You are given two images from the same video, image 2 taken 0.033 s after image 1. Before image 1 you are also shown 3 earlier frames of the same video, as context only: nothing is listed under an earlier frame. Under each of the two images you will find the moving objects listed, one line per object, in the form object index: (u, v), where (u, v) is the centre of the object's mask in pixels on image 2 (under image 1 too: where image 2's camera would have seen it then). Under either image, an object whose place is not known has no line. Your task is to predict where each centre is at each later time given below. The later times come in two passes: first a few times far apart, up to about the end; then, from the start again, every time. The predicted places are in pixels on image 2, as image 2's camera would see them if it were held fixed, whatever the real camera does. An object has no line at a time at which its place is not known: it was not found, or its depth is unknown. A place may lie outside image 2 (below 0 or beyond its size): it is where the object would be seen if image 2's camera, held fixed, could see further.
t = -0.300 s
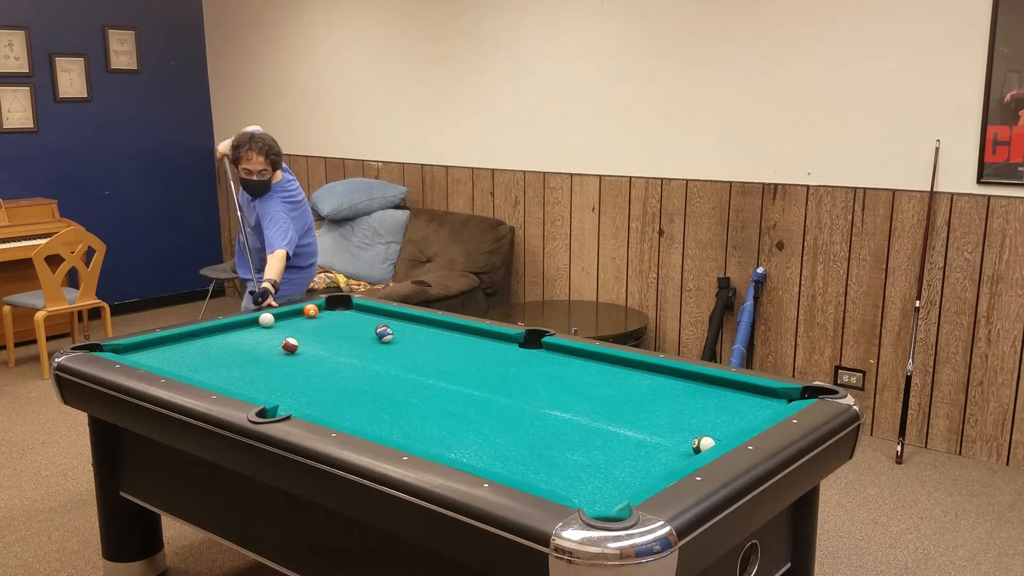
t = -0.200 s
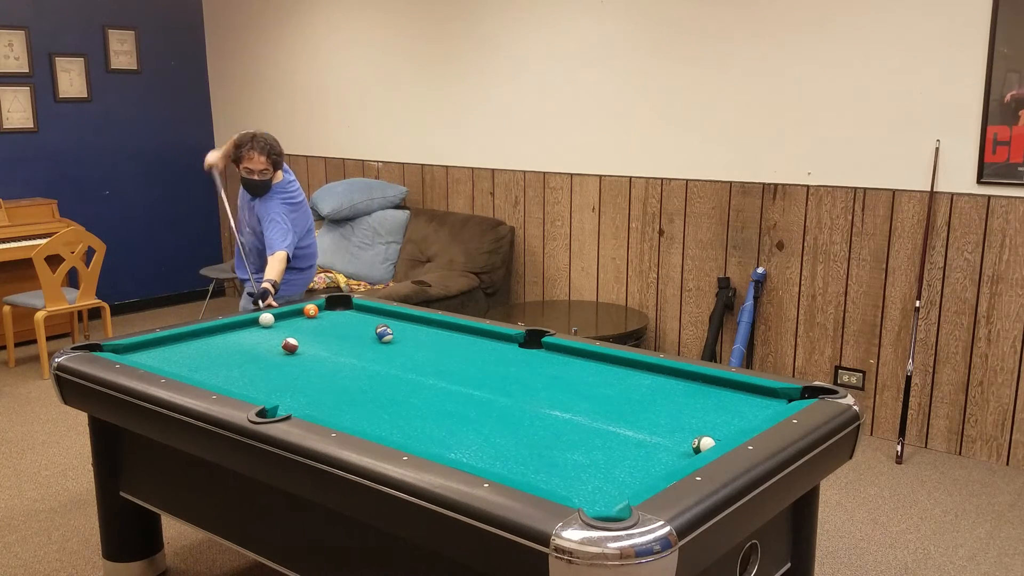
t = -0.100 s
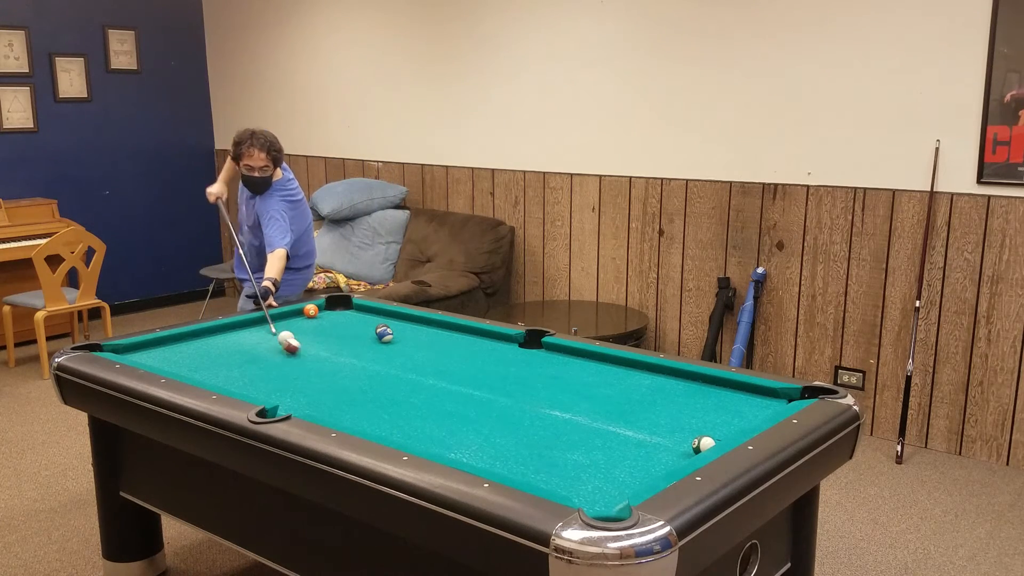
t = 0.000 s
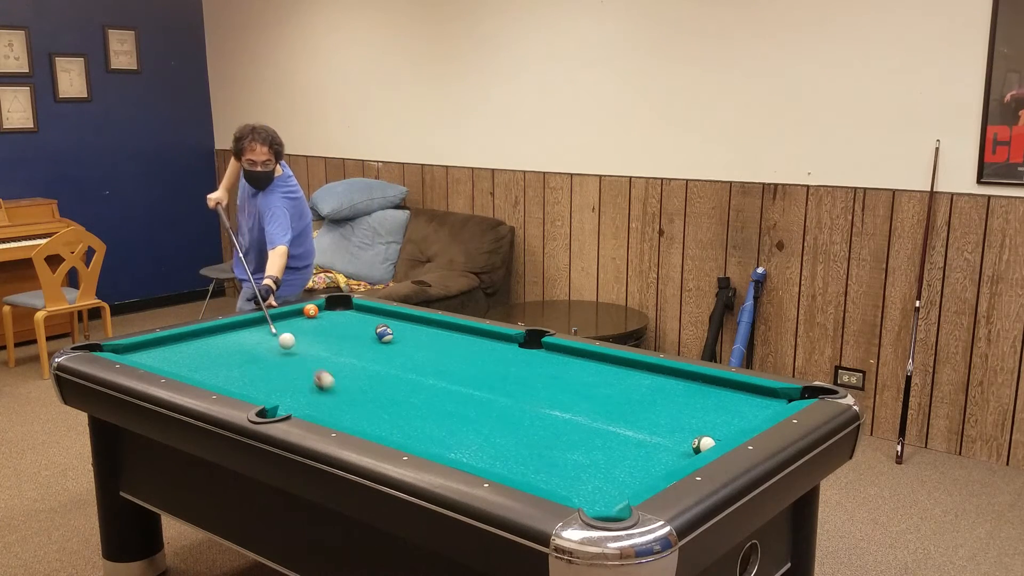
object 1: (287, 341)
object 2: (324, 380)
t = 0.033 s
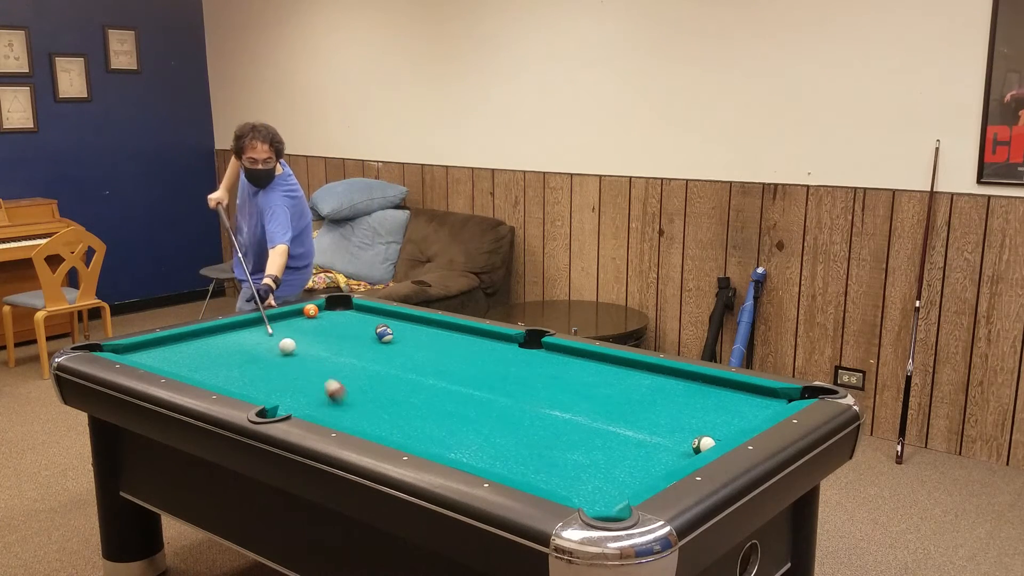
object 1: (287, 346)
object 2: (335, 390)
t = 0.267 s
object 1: (292, 356)
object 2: (517, 443)
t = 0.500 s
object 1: (296, 367)
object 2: (661, 445)
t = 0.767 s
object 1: (300, 379)
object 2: (614, 396)
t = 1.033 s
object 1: (304, 391)
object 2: (583, 360)
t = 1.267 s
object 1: (307, 402)
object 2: (523, 350)
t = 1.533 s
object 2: (441, 347)
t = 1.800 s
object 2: (364, 344)
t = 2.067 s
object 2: (288, 341)
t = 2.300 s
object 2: (225, 338)
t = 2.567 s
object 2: (174, 341)
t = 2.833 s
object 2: (158, 355)
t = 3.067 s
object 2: (163, 362)
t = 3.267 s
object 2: (192, 364)
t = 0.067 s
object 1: (288, 346)
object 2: (348, 406)
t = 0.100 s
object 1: (289, 349)
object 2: (363, 420)
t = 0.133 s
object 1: (289, 350)
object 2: (385, 429)
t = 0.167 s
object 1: (290, 352)
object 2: (419, 435)
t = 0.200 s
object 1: (290, 353)
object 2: (452, 438)
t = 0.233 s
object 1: (291, 355)
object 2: (484, 440)
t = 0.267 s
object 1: (292, 356)
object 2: (517, 443)
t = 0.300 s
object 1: (292, 358)
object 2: (548, 446)
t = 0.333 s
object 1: (293, 359)
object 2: (579, 449)
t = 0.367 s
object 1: (294, 361)
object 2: (610, 454)
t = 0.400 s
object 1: (294, 362)
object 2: (641, 456)
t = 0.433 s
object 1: (295, 364)
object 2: (671, 458)
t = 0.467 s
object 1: (295, 365)
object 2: (672, 454)
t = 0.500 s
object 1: (296, 367)
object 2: (661, 445)
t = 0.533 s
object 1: (297, 368)
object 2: (652, 438)
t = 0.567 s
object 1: (297, 370)
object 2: (646, 431)
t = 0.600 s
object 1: (298, 371)
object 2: (639, 423)
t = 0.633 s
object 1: (298, 373)
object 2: (633, 418)
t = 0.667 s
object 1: (299, 374)
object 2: (629, 413)
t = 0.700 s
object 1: (299, 376)
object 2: (623, 406)
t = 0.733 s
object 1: (300, 377)
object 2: (618, 401)
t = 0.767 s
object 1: (300, 379)
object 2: (614, 396)
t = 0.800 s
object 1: (301, 380)
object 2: (610, 391)
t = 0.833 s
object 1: (301, 382)
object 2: (605, 386)
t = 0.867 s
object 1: (302, 383)
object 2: (601, 381)
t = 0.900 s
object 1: (302, 385)
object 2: (597, 377)
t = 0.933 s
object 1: (303, 387)
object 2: (593, 372)
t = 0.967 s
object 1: (303, 388)
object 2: (589, 368)
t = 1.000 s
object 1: (304, 390)
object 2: (586, 364)
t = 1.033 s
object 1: (304, 391)
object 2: (583, 360)
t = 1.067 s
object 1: (305, 393)
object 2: (579, 356)
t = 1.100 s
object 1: (305, 395)
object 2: (576, 353)
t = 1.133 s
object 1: (306, 396)
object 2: (566, 351)
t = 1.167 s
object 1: (306, 398)
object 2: (555, 351)
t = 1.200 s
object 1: (307, 399)
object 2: (545, 351)
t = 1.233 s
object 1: (307, 401)
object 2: (533, 350)
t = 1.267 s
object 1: (307, 402)
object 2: (523, 350)
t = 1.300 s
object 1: (308, 404)
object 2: (512, 350)
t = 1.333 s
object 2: (501, 349)
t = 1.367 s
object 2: (492, 349)
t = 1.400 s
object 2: (481, 349)
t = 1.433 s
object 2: (470, 348)
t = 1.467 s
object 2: (461, 347)
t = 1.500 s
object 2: (450, 347)
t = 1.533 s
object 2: (441, 347)
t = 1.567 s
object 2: (431, 346)
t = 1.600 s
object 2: (421, 346)
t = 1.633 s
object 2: (412, 346)
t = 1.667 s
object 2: (401, 345)
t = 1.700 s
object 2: (392, 344)
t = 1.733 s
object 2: (382, 345)
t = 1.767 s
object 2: (372, 344)
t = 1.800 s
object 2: (364, 344)
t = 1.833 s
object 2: (353, 343)
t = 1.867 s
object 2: (344, 343)
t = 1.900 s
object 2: (334, 343)
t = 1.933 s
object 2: (326, 342)
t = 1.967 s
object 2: (316, 342)
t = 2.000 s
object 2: (306, 342)
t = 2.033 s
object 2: (297, 341)
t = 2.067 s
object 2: (288, 341)
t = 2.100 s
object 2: (279, 341)
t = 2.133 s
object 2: (269, 340)
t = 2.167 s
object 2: (260, 340)
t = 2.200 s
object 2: (251, 339)
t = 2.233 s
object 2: (243, 339)
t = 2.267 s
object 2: (233, 339)
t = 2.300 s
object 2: (225, 338)
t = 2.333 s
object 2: (215, 338)
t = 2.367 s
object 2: (206, 338)
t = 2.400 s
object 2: (197, 338)
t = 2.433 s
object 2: (189, 337)
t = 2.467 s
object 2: (180, 336)
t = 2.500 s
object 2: (177, 338)
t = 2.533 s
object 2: (176, 340)
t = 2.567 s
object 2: (174, 341)
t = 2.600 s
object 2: (172, 343)
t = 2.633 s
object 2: (170, 345)
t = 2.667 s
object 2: (168, 346)
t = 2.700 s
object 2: (166, 348)
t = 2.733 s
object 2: (164, 350)
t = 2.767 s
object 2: (162, 352)
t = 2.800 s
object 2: (160, 354)
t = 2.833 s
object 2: (158, 355)
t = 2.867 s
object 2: (156, 357)
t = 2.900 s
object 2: (154, 358)
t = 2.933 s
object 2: (152, 359)
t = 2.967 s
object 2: (151, 360)
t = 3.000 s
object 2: (153, 361)
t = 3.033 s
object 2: (159, 361)
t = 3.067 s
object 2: (163, 362)
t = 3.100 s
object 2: (168, 363)
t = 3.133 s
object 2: (173, 364)
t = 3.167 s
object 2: (178, 364)
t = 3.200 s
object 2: (183, 364)
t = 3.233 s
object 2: (187, 364)
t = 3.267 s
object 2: (192, 364)
